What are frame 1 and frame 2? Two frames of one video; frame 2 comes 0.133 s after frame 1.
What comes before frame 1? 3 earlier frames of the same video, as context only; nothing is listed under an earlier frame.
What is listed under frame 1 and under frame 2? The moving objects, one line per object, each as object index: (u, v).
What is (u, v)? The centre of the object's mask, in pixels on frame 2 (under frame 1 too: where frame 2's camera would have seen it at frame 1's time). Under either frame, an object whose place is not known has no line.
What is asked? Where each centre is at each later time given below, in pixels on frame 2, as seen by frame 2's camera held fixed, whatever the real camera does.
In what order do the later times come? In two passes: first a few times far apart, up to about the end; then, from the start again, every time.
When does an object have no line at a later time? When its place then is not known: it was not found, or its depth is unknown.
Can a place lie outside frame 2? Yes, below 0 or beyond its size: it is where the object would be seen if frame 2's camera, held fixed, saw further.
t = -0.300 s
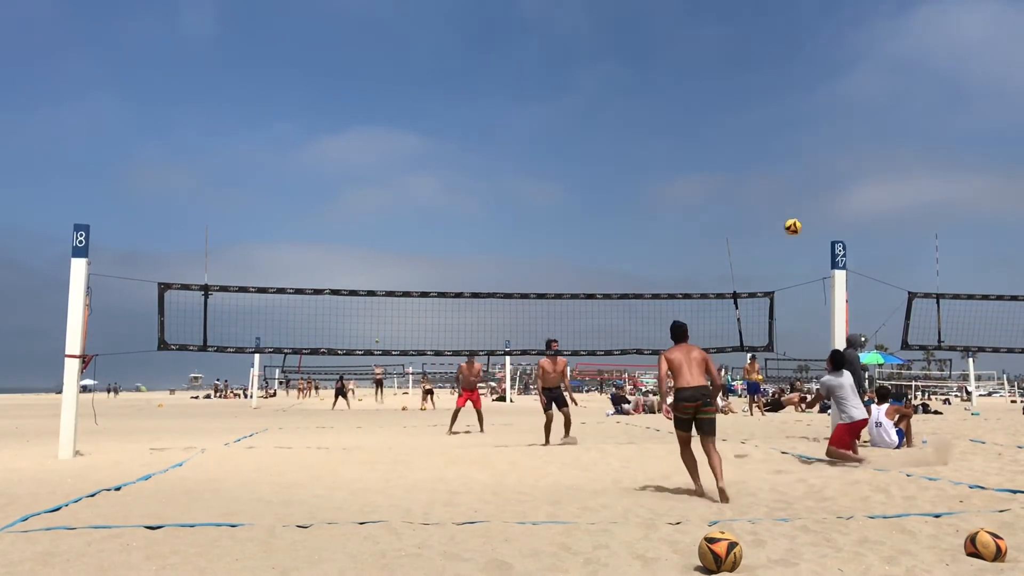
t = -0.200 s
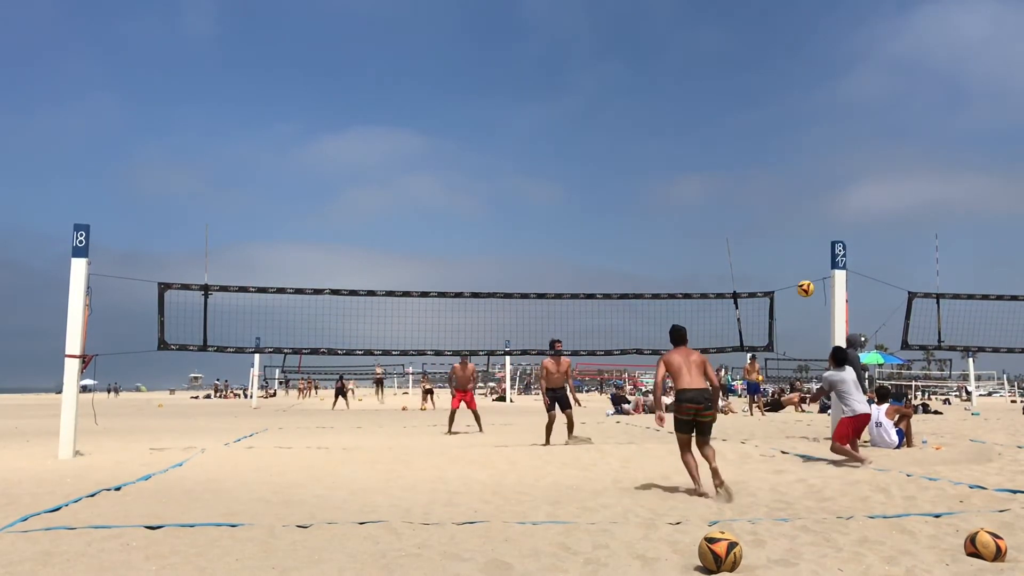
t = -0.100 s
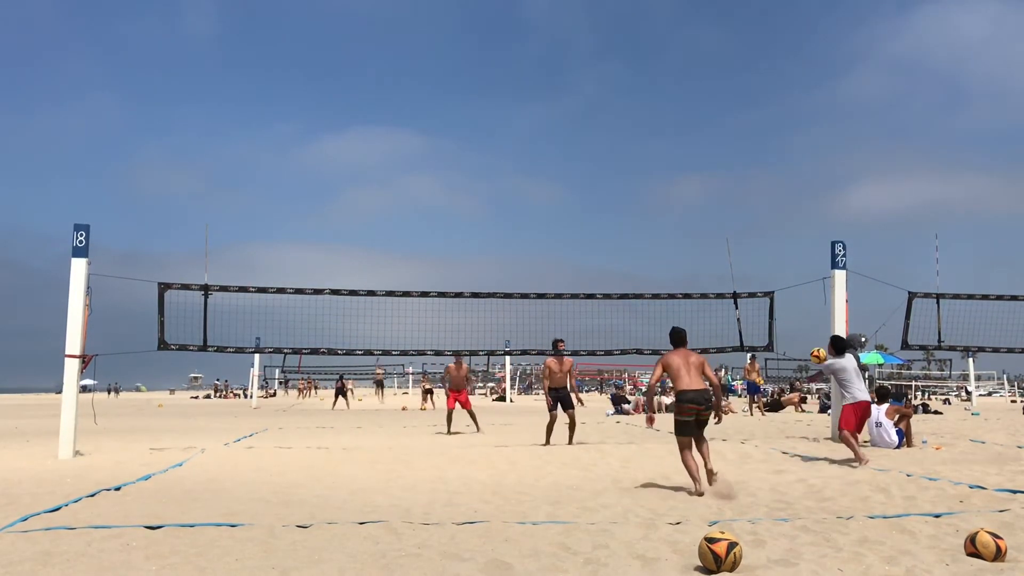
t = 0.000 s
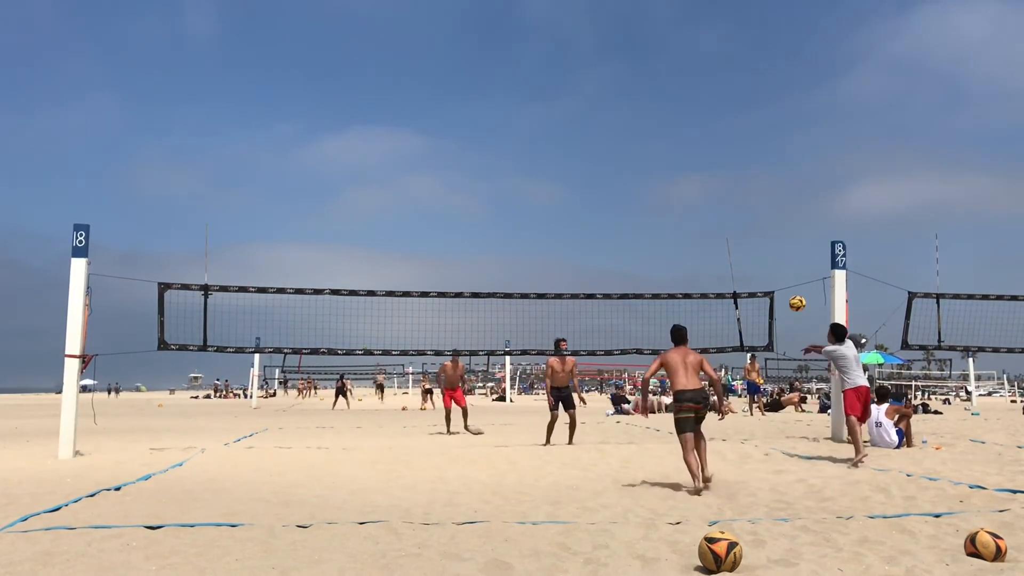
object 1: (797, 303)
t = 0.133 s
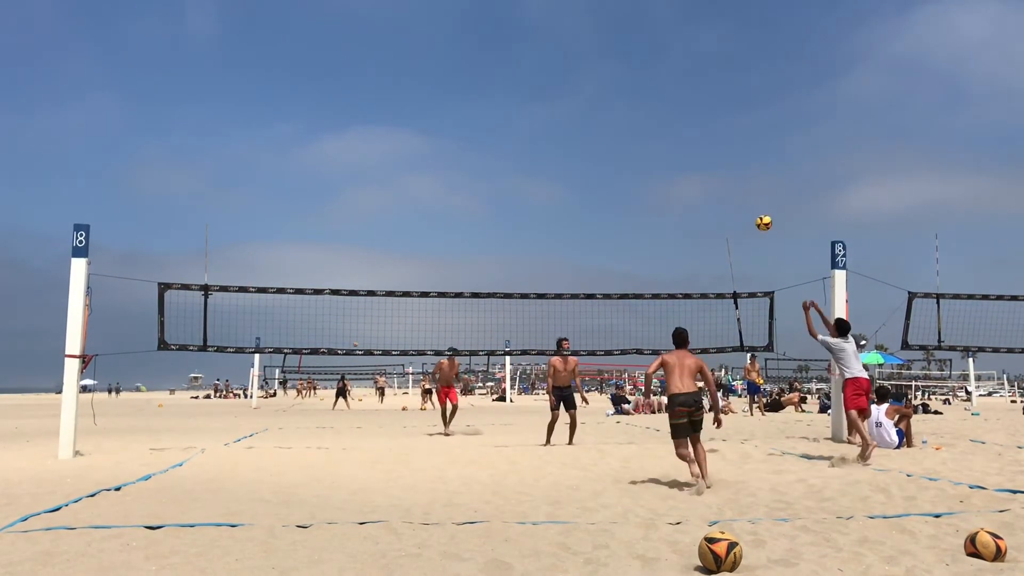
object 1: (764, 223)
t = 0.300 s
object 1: (726, 146)
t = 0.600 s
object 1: (664, 64)
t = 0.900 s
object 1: (609, 47)
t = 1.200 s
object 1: (561, 91)
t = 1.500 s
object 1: (521, 190)
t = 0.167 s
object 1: (756, 205)
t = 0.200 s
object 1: (748, 189)
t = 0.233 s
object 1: (741, 173)
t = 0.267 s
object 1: (733, 159)
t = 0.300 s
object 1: (726, 146)
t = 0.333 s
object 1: (718, 133)
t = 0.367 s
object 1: (711, 121)
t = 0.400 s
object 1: (704, 111)
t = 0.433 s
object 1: (697, 101)
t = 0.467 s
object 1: (691, 92)
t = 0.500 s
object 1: (684, 83)
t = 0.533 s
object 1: (677, 76)
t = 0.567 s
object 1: (670, 69)
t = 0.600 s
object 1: (664, 64)
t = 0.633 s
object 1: (657, 59)
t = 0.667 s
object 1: (651, 55)
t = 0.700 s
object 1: (645, 52)
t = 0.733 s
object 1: (639, 49)
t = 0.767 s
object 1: (633, 47)
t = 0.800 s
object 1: (627, 46)
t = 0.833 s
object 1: (621, 45)
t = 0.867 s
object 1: (615, 46)
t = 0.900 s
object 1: (609, 47)
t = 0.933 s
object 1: (604, 49)
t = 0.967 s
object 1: (598, 52)
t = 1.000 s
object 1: (592, 55)
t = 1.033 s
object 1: (587, 60)
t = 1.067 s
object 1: (581, 64)
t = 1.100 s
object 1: (576, 70)
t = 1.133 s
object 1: (571, 76)
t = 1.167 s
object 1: (566, 83)
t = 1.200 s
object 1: (561, 91)
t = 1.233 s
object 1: (556, 99)
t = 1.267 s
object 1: (551, 108)
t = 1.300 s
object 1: (547, 118)
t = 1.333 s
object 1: (542, 129)
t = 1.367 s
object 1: (537, 140)
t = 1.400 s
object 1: (533, 151)
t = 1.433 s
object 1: (529, 164)
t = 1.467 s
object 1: (525, 177)
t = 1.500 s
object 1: (521, 190)
